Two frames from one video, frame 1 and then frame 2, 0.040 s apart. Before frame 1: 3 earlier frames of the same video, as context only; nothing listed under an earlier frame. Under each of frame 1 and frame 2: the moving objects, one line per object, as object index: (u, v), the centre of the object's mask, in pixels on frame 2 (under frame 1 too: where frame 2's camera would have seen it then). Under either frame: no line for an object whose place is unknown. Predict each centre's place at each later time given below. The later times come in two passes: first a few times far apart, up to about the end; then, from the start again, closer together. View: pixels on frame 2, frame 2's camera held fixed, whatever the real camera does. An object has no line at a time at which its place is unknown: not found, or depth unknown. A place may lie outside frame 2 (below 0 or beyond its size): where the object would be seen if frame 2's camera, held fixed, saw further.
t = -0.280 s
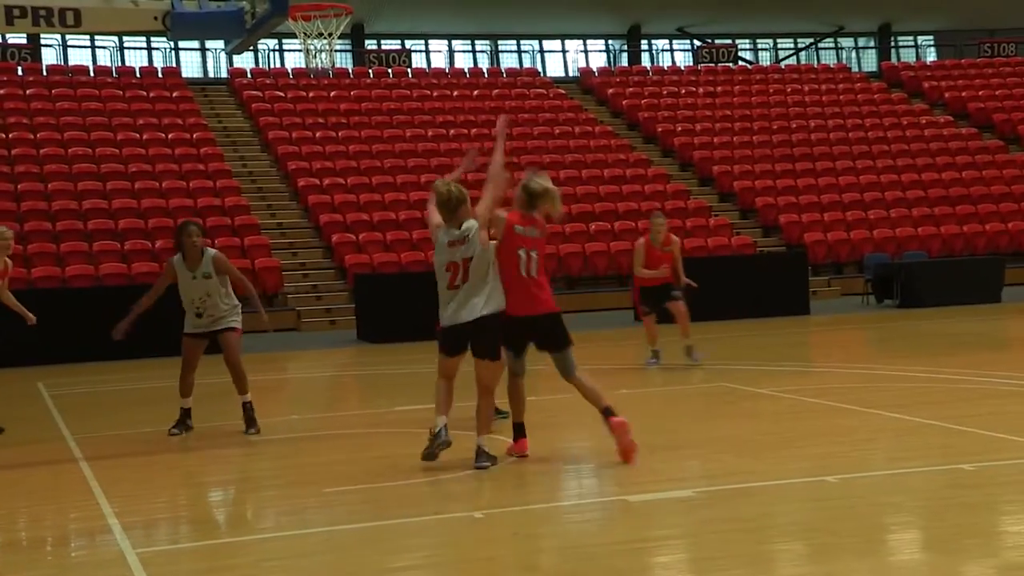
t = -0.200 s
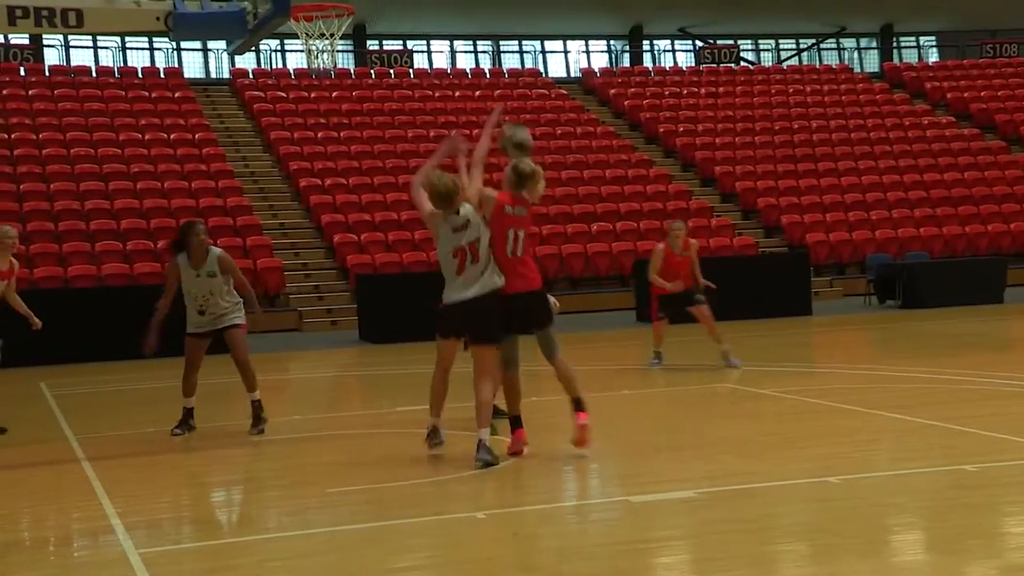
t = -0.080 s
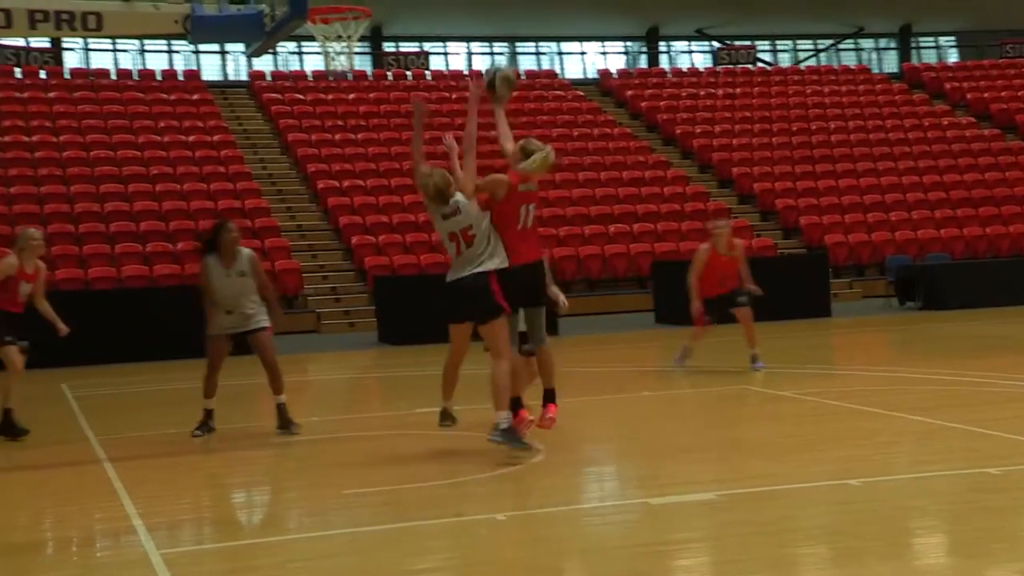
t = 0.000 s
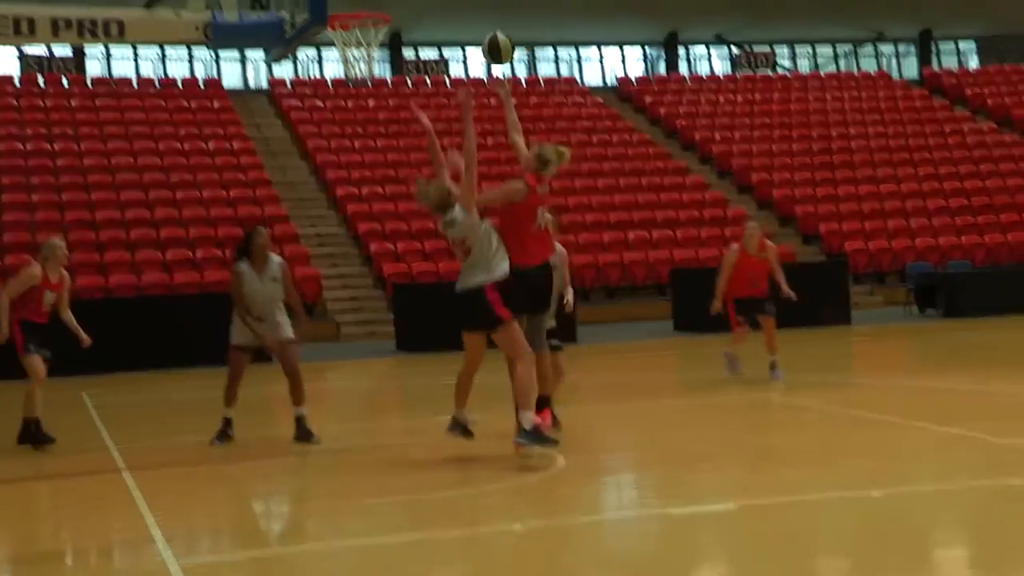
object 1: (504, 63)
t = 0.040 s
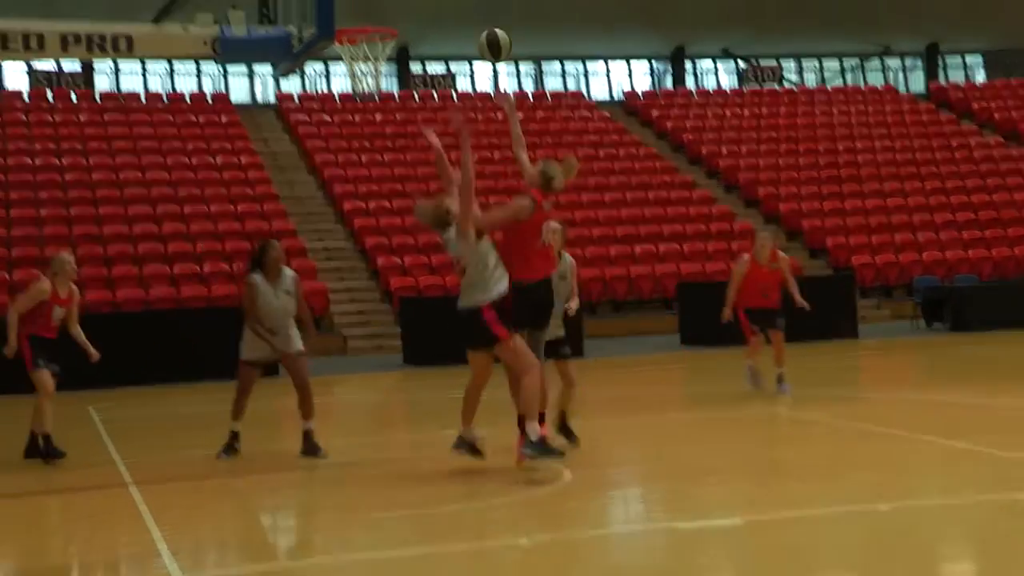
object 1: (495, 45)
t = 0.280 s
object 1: (435, -5)
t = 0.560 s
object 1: (370, 36)
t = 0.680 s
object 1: (349, 78)
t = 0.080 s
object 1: (484, 30)
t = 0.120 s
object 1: (474, 18)
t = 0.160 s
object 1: (464, 10)
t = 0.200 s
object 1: (454, 3)
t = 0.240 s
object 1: (445, -3)
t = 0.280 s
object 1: (435, -5)
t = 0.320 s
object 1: (425, -7)
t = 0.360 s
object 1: (417, -5)
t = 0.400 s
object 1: (407, -1)
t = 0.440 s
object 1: (397, 4)
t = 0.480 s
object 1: (388, 13)
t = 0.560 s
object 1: (370, 36)
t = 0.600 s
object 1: (363, 50)
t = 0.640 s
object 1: (354, 66)
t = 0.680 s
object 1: (349, 78)
